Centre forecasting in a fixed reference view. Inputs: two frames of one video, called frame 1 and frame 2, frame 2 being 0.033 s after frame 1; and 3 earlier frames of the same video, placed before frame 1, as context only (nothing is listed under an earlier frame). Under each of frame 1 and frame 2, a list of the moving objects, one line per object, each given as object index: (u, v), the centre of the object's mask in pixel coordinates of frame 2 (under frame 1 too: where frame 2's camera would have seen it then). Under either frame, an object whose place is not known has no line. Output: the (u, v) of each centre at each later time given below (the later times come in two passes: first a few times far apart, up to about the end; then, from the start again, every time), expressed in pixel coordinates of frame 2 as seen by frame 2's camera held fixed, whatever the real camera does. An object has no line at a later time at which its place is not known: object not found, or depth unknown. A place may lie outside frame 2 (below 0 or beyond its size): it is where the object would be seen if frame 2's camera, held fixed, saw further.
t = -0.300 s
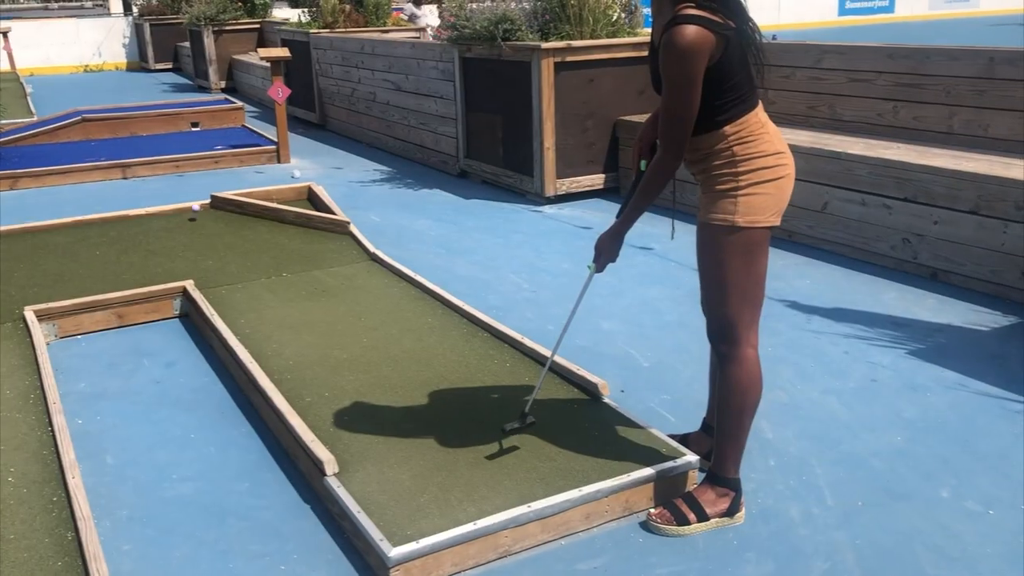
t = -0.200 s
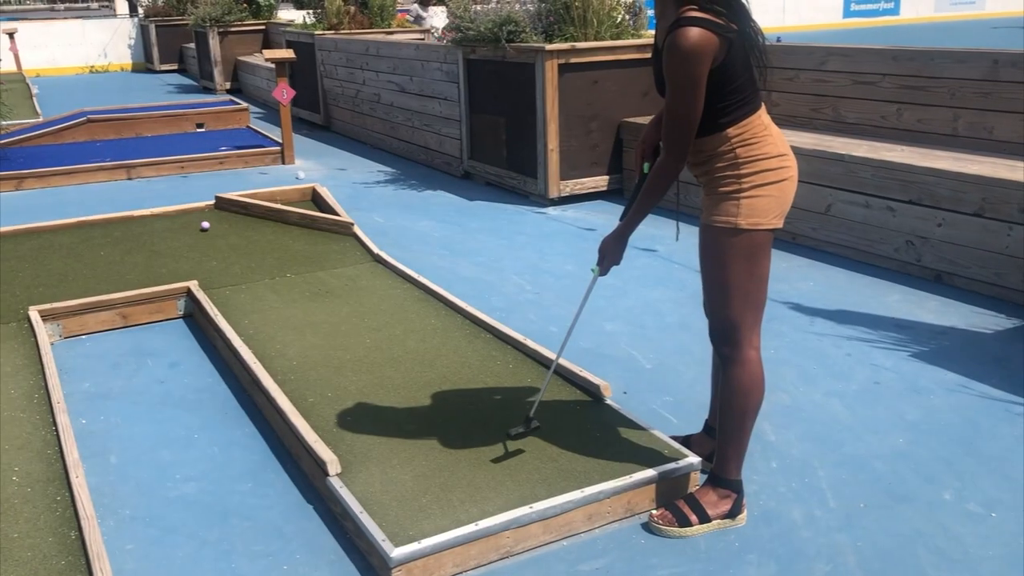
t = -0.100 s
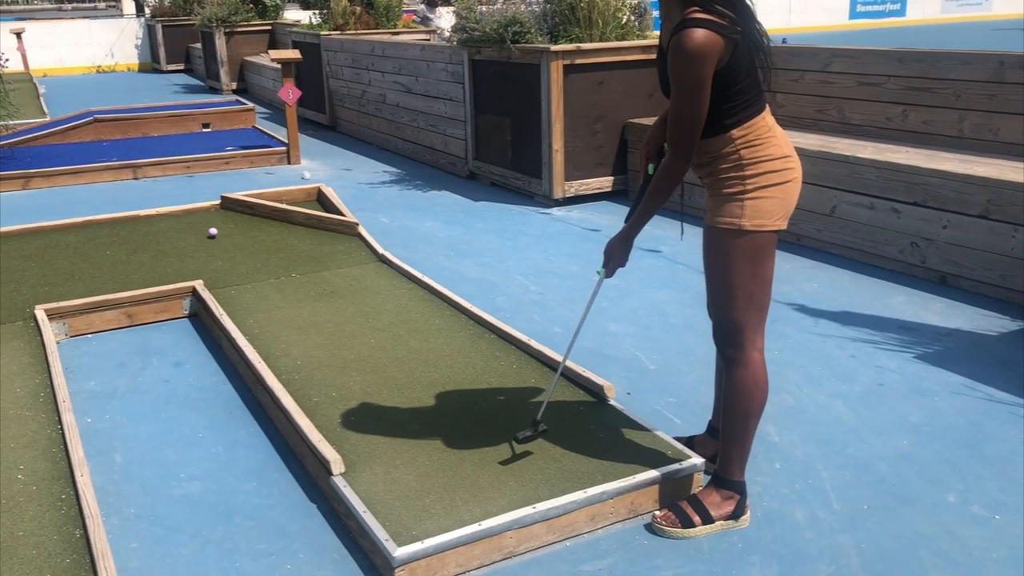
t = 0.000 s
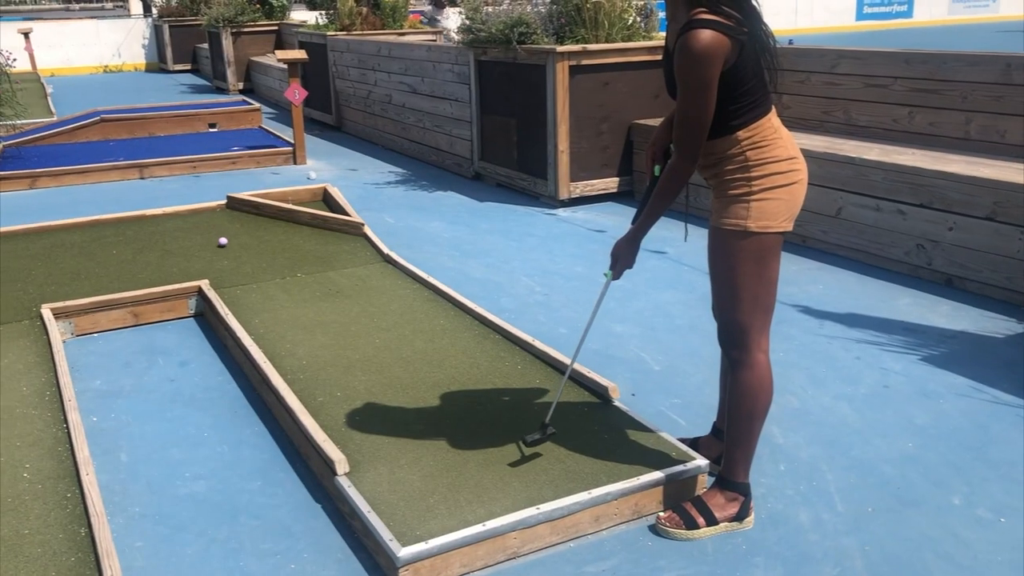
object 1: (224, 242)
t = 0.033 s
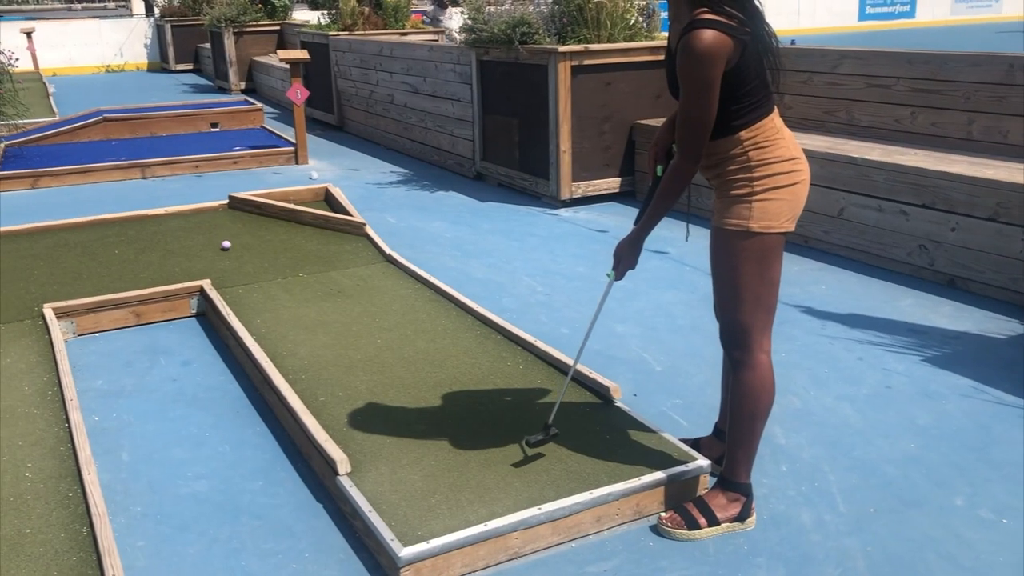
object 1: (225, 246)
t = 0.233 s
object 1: (236, 268)
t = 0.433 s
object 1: (248, 284)
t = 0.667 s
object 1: (262, 303)
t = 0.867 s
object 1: (274, 319)
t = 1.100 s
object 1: (291, 337)
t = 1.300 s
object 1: (305, 353)
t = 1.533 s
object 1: (322, 374)
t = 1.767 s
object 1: (340, 395)
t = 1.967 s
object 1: (353, 415)
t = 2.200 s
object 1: (369, 438)
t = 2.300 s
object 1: (375, 448)
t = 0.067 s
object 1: (227, 249)
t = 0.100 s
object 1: (229, 253)
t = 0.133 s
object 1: (230, 256)
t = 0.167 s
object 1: (232, 260)
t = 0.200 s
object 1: (234, 264)
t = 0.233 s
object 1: (236, 268)
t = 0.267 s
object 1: (238, 272)
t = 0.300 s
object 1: (240, 276)
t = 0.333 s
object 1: (243, 280)
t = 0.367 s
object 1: (244, 281)
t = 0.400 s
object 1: (246, 281)
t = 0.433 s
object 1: (248, 284)
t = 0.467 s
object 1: (250, 288)
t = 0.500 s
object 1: (252, 291)
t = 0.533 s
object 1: (254, 292)
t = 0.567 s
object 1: (256, 296)
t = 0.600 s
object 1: (258, 298)
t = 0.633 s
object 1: (260, 300)
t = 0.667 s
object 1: (262, 303)
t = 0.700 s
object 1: (264, 305)
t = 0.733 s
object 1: (266, 308)
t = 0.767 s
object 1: (268, 311)
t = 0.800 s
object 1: (270, 313)
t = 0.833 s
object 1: (272, 316)
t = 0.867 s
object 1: (274, 319)
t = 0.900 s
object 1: (276, 322)
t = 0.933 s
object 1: (279, 324)
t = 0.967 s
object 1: (281, 327)
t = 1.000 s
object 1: (283, 330)
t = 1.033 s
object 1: (286, 332)
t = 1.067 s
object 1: (288, 335)
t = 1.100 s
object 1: (291, 337)
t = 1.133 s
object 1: (293, 340)
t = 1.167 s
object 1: (295, 343)
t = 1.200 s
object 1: (297, 345)
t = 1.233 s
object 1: (300, 348)
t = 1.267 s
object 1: (302, 350)
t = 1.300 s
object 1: (305, 353)
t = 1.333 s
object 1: (307, 356)
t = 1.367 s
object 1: (309, 359)
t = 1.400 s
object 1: (311, 362)
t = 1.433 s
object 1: (314, 365)
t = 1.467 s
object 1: (316, 368)
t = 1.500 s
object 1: (319, 371)
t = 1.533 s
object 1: (322, 374)
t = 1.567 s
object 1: (325, 377)
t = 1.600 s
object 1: (327, 381)
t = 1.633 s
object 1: (330, 383)
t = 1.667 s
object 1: (333, 386)
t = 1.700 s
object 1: (336, 389)
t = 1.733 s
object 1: (338, 392)
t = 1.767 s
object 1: (340, 395)
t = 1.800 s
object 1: (342, 399)
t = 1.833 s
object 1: (344, 402)
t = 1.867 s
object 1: (346, 405)
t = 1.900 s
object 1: (349, 408)
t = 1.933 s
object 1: (351, 411)
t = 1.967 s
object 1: (353, 415)
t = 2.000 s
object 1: (355, 418)
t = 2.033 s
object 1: (358, 421)
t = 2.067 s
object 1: (360, 424)
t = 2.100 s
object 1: (362, 427)
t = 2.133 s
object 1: (364, 431)
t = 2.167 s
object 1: (366, 434)
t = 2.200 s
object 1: (369, 438)
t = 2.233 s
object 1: (371, 441)
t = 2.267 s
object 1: (373, 445)
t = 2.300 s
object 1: (375, 448)
